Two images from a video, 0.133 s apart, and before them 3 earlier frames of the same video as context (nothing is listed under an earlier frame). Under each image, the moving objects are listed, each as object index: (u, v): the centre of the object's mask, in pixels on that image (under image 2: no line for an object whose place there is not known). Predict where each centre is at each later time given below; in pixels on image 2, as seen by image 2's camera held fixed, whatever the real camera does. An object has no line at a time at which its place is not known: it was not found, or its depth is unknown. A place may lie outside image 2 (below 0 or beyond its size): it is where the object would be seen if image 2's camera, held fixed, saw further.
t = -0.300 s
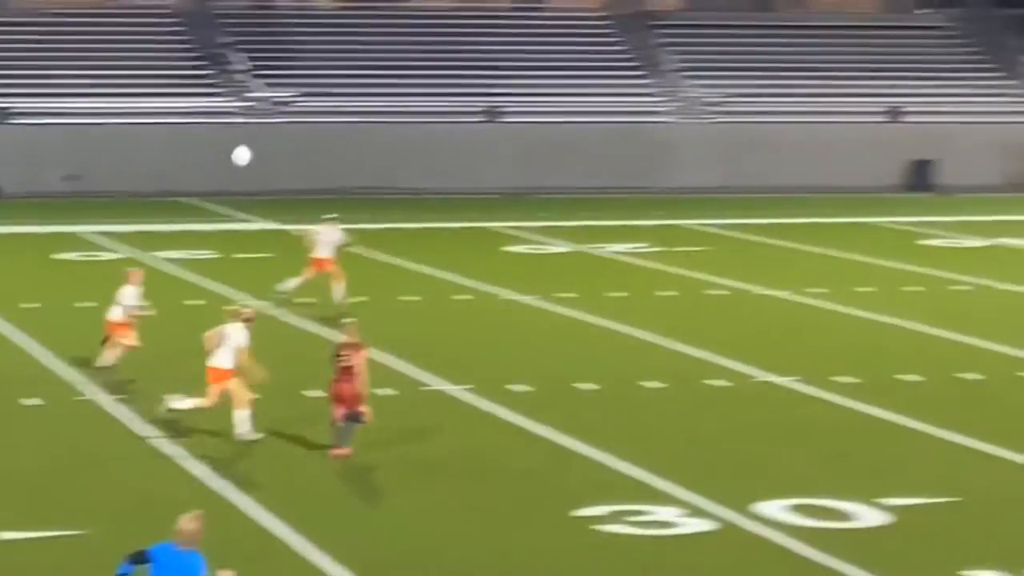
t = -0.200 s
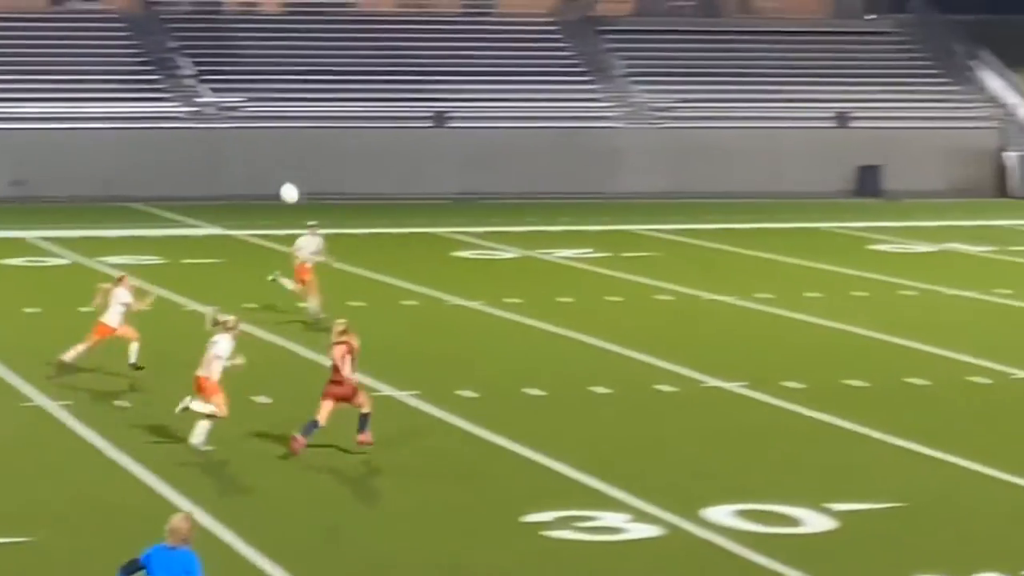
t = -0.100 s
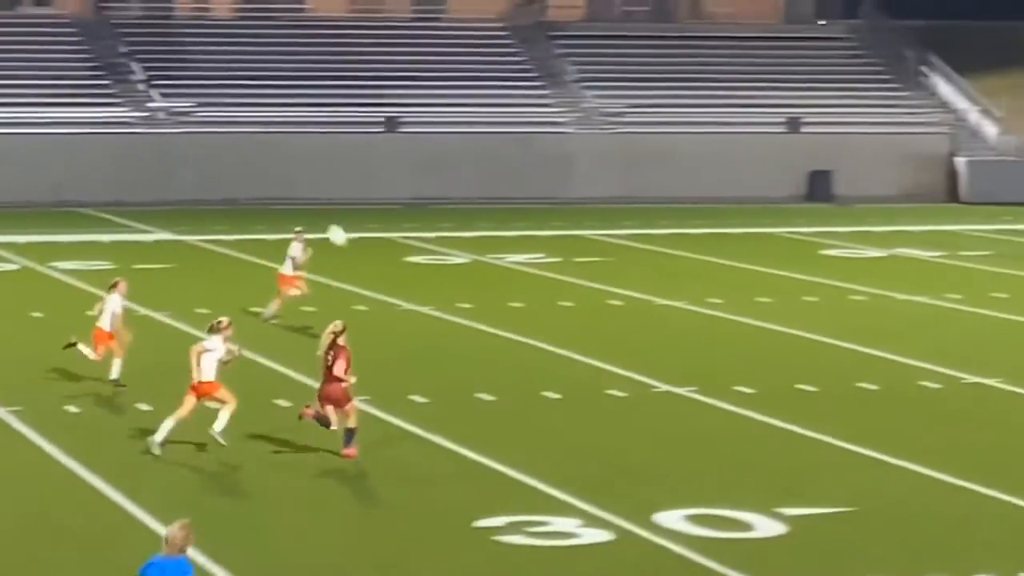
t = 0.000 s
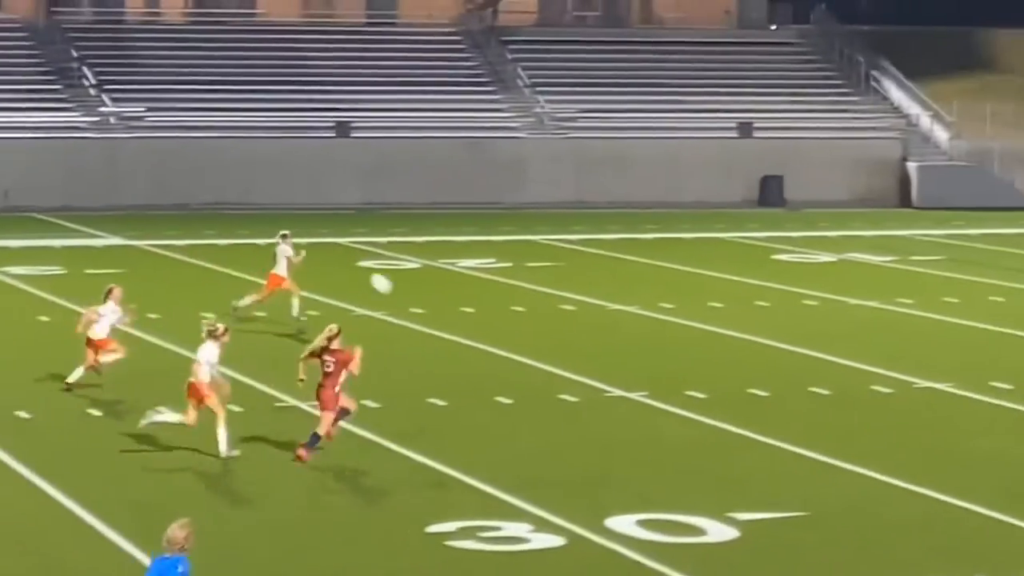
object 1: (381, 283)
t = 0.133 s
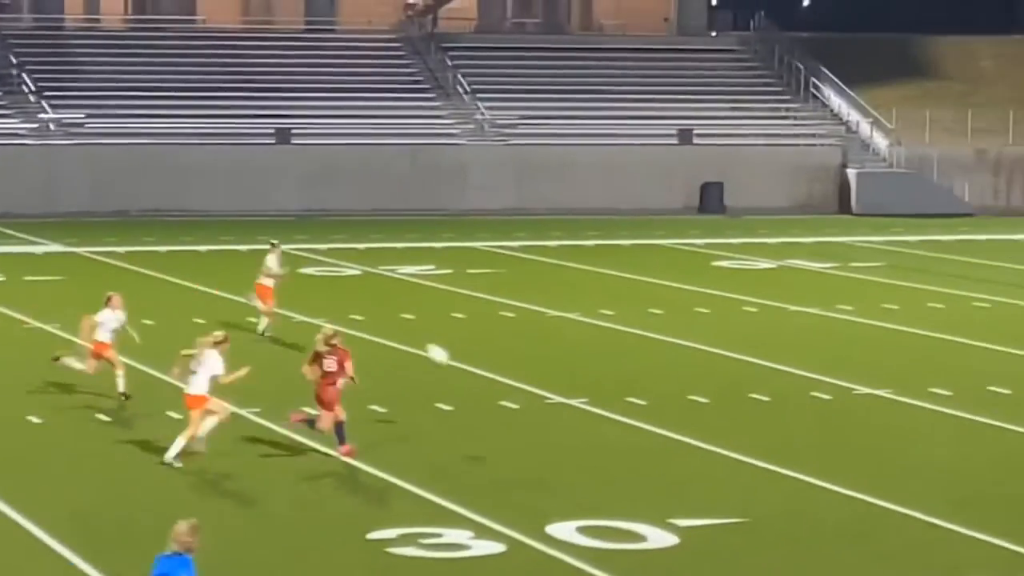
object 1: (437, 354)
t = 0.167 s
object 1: (465, 372)
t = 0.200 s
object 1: (492, 389)
